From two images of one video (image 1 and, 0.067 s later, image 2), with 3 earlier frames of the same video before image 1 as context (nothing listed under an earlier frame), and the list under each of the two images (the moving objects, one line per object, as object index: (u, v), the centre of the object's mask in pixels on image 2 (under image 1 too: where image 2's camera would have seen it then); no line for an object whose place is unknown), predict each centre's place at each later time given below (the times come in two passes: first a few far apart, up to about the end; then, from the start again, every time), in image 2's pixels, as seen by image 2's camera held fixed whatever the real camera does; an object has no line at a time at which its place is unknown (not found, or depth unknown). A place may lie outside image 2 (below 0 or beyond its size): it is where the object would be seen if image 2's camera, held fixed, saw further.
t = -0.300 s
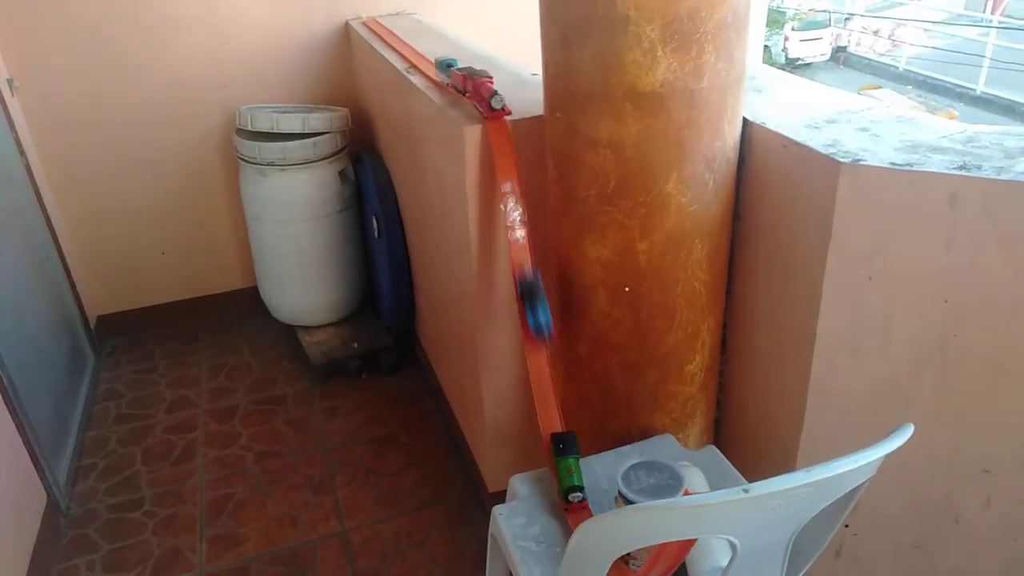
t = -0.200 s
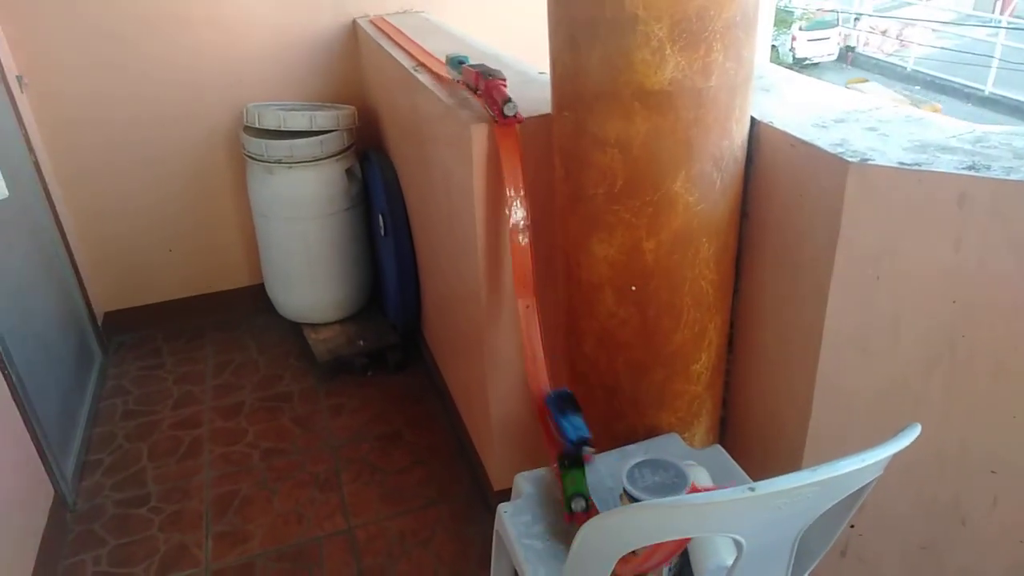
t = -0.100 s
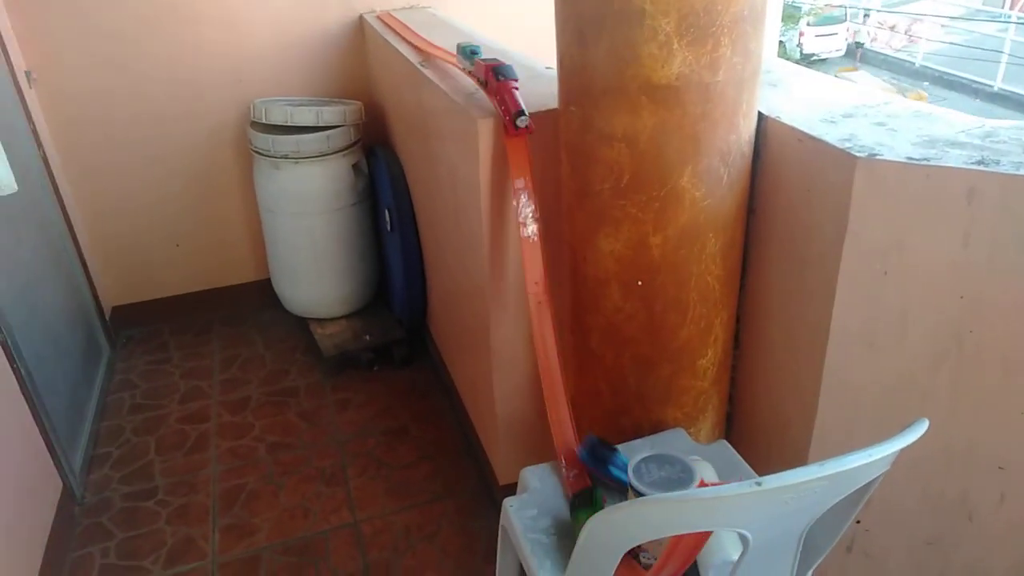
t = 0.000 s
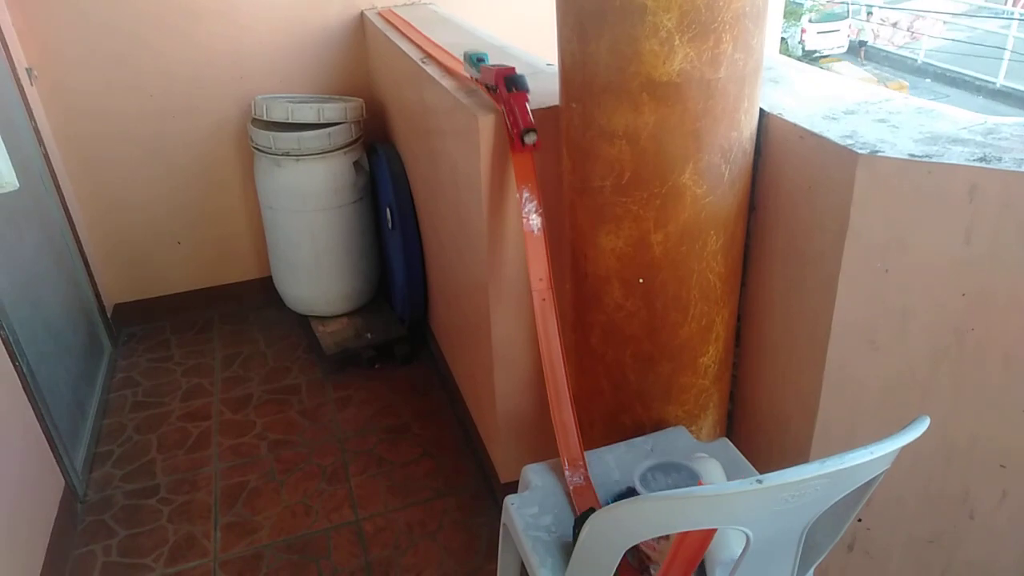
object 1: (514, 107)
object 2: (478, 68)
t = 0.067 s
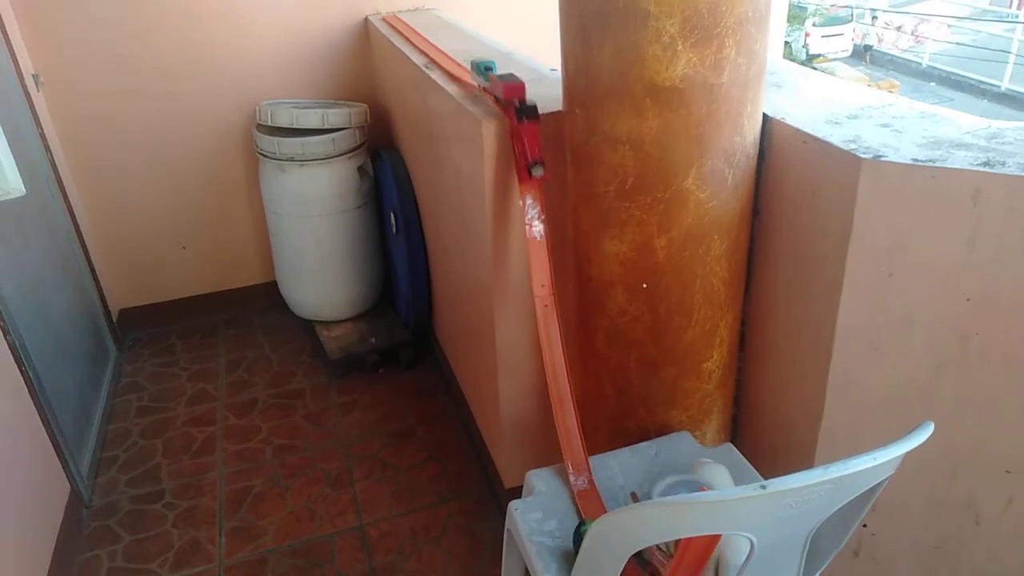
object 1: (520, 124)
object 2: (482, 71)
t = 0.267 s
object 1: (550, 235)
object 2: (530, 131)
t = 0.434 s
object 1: (588, 429)
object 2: (590, 391)
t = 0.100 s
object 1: (522, 134)
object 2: (486, 70)
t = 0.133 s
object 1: (524, 144)
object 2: (493, 71)
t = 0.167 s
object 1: (529, 157)
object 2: (501, 75)
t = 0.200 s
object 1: (538, 181)
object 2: (509, 84)
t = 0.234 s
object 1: (542, 210)
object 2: (520, 104)
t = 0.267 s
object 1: (550, 235)
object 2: (530, 131)
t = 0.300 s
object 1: (552, 274)
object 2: (538, 164)
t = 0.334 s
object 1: (558, 312)
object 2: (550, 205)
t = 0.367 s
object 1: (567, 346)
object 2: (564, 259)
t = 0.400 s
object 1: (575, 393)
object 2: (583, 323)
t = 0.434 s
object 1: (588, 429)
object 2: (590, 391)
